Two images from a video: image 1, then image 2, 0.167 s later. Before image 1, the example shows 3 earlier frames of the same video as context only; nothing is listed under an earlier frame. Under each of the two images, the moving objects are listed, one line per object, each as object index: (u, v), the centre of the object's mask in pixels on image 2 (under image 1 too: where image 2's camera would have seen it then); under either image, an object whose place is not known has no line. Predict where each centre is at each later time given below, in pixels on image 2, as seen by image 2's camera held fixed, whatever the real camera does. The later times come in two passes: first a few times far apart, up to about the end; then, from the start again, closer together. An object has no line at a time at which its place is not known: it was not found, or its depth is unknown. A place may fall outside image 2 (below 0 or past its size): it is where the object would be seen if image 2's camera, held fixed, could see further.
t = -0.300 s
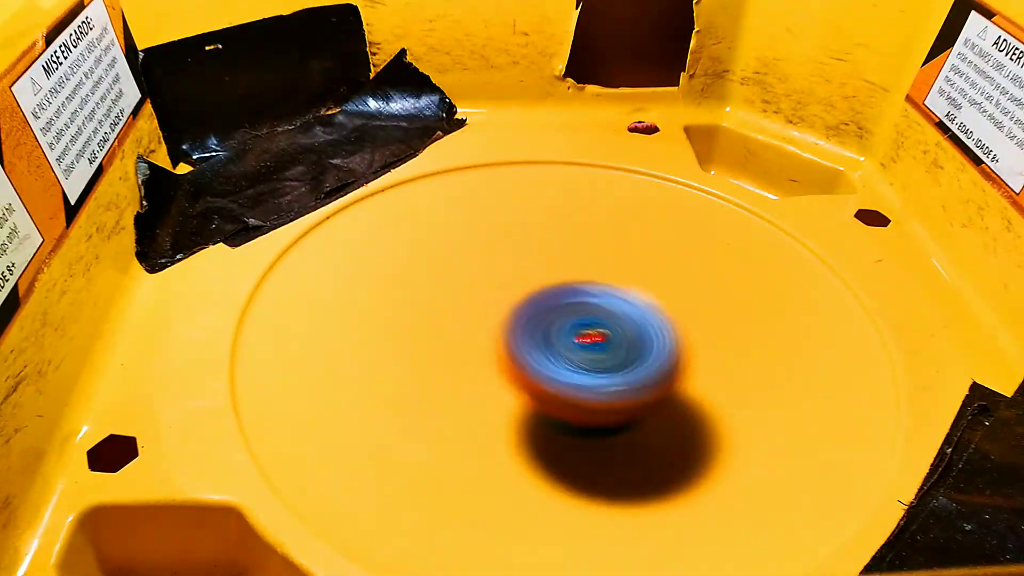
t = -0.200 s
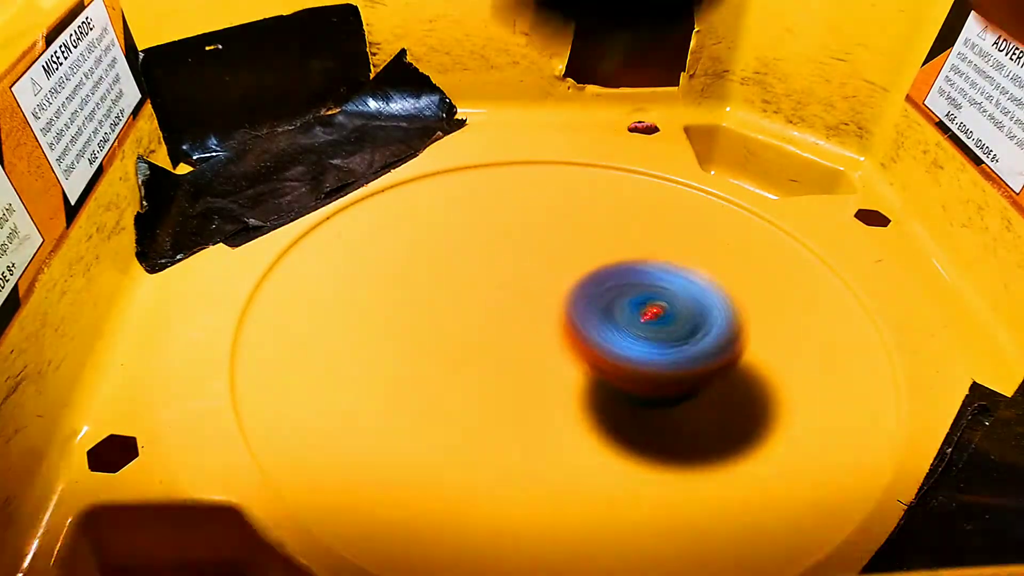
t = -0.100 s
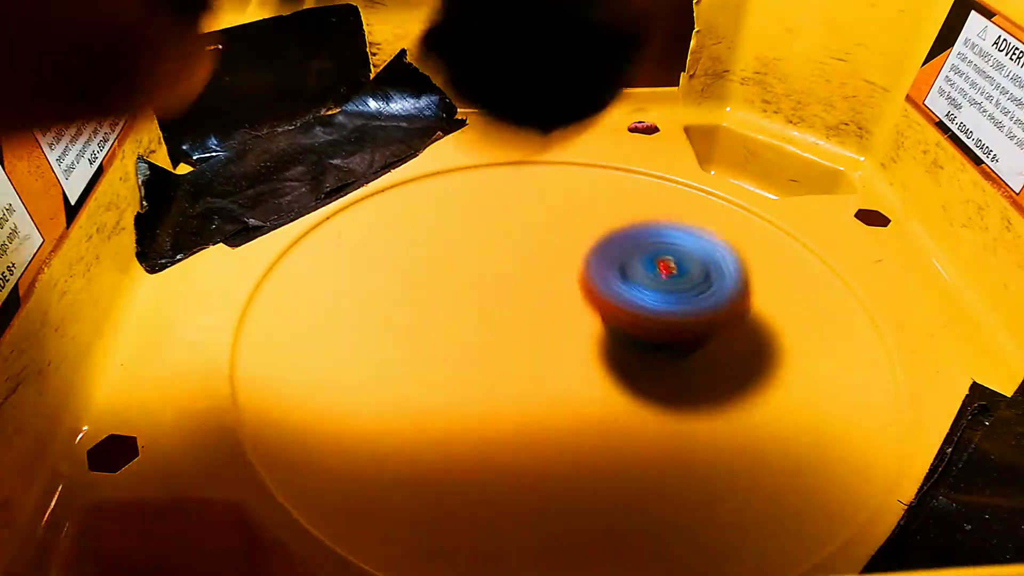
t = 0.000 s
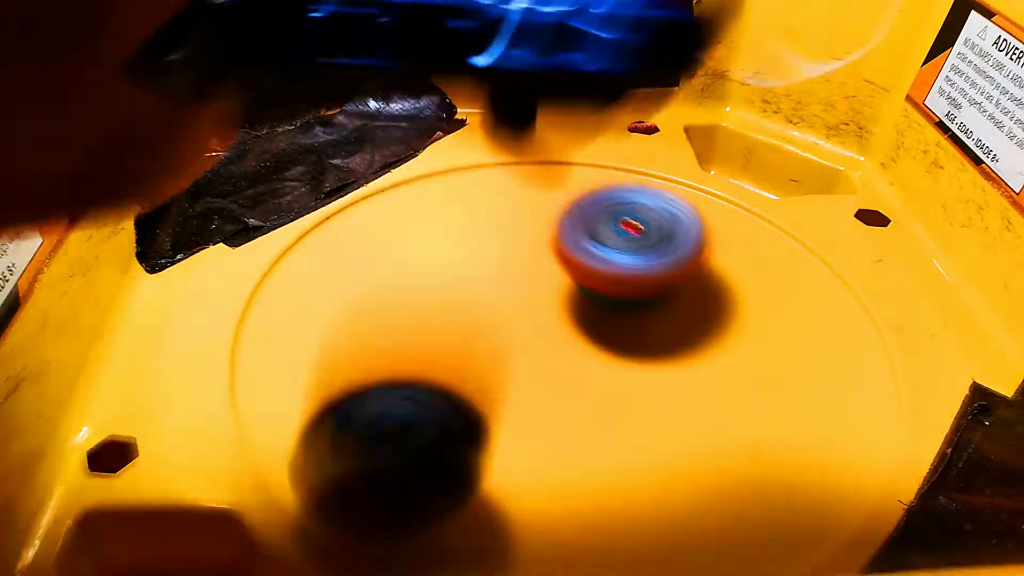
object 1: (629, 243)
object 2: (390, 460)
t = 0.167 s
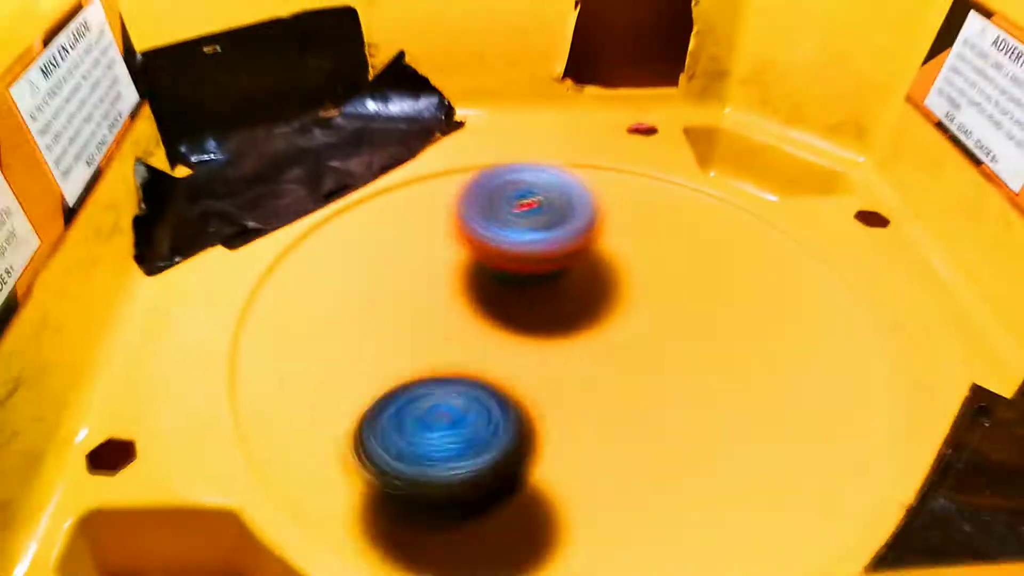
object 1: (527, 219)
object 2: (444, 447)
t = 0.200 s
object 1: (504, 223)
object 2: (469, 440)
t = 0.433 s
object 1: (454, 356)
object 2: (625, 362)
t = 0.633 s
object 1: (626, 465)
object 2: (633, 262)
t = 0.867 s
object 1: (754, 263)
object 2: (474, 252)
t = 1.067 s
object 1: (510, 136)
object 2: (406, 362)
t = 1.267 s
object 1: (254, 227)
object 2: (632, 398)
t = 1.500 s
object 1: (690, 510)
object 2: (633, 230)
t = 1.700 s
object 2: (431, 208)
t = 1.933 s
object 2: (430, 401)
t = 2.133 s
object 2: (804, 404)
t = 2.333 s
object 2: (776, 115)
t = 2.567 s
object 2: (171, 374)
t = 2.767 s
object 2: (803, 483)
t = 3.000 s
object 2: (725, 123)
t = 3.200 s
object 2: (437, 193)
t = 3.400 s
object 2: (268, 564)
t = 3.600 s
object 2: (338, 401)
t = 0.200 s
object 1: (504, 223)
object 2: (469, 440)
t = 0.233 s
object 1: (483, 229)
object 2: (498, 435)
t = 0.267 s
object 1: (464, 239)
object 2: (533, 428)
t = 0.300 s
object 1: (450, 254)
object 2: (563, 419)
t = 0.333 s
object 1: (439, 272)
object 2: (592, 408)
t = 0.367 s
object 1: (433, 294)
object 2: (611, 396)
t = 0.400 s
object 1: (437, 323)
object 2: (622, 378)
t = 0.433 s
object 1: (454, 356)
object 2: (625, 362)
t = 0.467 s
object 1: (459, 380)
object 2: (642, 342)
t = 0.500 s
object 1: (465, 407)
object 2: (655, 321)
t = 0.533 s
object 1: (486, 433)
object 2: (658, 305)
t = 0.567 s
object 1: (522, 451)
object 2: (654, 289)
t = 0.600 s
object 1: (572, 464)
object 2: (645, 274)
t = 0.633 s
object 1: (626, 465)
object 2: (633, 262)
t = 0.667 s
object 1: (678, 457)
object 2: (618, 252)
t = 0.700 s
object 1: (724, 438)
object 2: (599, 246)
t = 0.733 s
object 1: (759, 409)
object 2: (578, 242)
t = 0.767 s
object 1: (779, 371)
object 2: (555, 241)
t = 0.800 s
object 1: (783, 333)
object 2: (530, 242)
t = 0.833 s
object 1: (775, 296)
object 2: (502, 245)
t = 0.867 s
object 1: (754, 263)
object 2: (474, 252)
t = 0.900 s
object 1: (726, 231)
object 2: (448, 264)
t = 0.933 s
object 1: (689, 201)
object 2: (424, 277)
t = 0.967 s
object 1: (649, 178)
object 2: (408, 296)
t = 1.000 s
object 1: (606, 159)
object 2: (397, 315)
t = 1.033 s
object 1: (559, 145)
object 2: (396, 339)
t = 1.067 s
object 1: (510, 136)
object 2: (406, 362)
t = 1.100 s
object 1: (451, 132)
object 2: (428, 384)
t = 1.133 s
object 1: (400, 135)
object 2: (462, 400)
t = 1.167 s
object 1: (359, 141)
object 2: (502, 410)
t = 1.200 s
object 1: (316, 161)
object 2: (549, 415)
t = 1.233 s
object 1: (284, 191)
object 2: (594, 410)
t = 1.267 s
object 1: (254, 227)
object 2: (632, 398)
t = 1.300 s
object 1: (236, 273)
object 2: (663, 378)
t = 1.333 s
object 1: (242, 342)
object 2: (683, 352)
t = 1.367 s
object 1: (274, 401)
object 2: (690, 324)
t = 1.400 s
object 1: (344, 460)
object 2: (687, 296)
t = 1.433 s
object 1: (445, 496)
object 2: (676, 270)
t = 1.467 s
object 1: (567, 510)
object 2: (656, 246)
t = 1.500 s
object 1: (690, 510)
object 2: (633, 230)
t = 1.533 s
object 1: (782, 497)
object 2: (602, 214)
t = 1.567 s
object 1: (868, 463)
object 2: (569, 202)
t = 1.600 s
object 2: (534, 196)
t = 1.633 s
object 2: (498, 194)
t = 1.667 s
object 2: (463, 198)
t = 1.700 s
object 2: (431, 208)
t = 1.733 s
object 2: (402, 225)
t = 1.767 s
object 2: (379, 245)
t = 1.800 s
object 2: (364, 270)
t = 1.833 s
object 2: (358, 297)
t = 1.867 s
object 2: (364, 327)
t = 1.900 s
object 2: (389, 366)
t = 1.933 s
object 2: (430, 401)
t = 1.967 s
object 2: (488, 432)
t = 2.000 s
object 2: (554, 445)
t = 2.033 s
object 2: (628, 454)
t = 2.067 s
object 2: (697, 448)
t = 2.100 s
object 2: (757, 431)
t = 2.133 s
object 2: (804, 404)
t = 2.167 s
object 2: (838, 369)
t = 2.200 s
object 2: (854, 332)
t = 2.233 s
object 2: (852, 288)
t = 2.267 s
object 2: (842, 247)
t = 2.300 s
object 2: (811, 164)
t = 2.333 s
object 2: (776, 115)
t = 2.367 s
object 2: (719, 77)
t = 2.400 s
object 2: (634, 91)
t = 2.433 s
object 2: (542, 137)
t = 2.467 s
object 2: (451, 189)
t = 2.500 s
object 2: (357, 235)
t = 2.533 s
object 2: (266, 286)
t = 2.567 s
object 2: (171, 374)
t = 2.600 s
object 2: (92, 480)
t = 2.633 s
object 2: (201, 535)
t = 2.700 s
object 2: (552, 534)
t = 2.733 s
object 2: (672, 517)
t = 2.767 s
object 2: (803, 483)
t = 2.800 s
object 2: (885, 408)
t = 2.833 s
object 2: (951, 335)
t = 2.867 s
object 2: (966, 286)
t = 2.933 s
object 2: (832, 179)
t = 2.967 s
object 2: (775, 147)
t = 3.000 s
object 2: (725, 123)
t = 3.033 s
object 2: (693, 96)
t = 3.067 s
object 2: (657, 82)
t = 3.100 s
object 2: (609, 98)
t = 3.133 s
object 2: (553, 123)
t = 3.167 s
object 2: (496, 152)
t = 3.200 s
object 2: (437, 193)
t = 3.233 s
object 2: (377, 237)
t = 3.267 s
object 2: (312, 294)
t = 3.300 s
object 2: (271, 362)
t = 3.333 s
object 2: (249, 446)
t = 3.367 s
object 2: (249, 533)
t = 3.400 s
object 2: (268, 564)
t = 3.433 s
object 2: (273, 535)
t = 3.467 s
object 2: (286, 513)
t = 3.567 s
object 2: (307, 438)
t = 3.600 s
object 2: (338, 401)
